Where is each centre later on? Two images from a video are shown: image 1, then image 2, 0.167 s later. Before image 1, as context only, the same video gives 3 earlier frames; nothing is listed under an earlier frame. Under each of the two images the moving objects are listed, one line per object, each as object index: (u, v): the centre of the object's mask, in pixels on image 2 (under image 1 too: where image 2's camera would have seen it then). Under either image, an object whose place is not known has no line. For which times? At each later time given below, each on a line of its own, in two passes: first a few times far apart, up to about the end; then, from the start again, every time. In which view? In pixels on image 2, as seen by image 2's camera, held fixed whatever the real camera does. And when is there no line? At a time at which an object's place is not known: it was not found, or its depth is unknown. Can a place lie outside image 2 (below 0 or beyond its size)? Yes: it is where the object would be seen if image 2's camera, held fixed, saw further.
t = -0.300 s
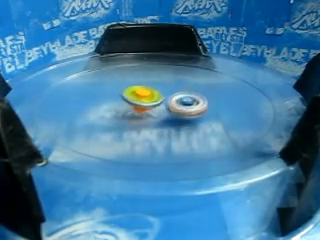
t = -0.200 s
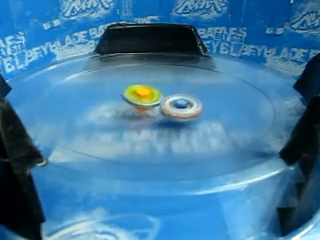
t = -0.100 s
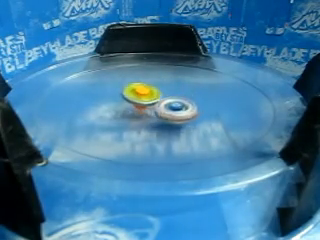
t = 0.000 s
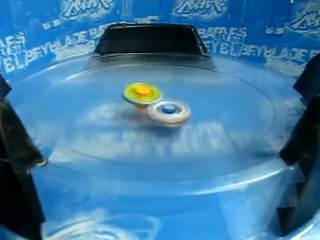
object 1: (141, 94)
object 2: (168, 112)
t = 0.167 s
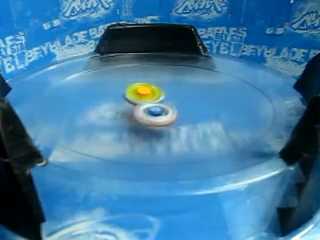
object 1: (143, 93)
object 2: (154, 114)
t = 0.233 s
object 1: (144, 93)
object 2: (149, 115)
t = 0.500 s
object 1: (150, 95)
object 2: (130, 115)
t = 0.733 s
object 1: (153, 97)
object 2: (122, 112)
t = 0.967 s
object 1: (160, 96)
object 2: (107, 108)
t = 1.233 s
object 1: (156, 98)
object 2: (108, 104)
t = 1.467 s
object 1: (157, 99)
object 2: (112, 97)
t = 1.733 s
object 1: (159, 100)
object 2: (118, 89)
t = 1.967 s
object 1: (155, 99)
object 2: (127, 84)
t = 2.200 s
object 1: (154, 101)
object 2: (139, 82)
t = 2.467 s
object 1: (153, 101)
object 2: (154, 82)
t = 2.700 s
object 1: (145, 105)
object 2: (169, 84)
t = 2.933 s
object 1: (146, 105)
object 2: (180, 86)
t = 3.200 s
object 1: (147, 102)
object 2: (184, 95)
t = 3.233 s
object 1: (144, 102)
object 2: (186, 96)
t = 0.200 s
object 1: (144, 93)
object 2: (152, 115)
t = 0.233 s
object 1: (144, 93)
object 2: (149, 115)
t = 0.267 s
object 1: (145, 93)
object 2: (147, 116)
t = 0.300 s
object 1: (146, 93)
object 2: (144, 115)
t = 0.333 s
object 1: (146, 93)
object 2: (142, 115)
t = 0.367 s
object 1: (147, 93)
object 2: (140, 116)
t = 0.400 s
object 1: (148, 93)
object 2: (137, 116)
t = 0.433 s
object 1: (149, 94)
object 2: (134, 116)
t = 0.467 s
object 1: (149, 94)
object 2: (132, 116)
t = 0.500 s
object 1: (150, 95)
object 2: (130, 115)
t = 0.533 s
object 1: (150, 95)
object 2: (128, 115)
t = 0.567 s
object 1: (151, 95)
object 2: (127, 115)
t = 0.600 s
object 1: (151, 96)
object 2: (126, 114)
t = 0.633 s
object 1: (151, 96)
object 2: (124, 113)
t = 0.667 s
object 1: (152, 96)
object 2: (124, 113)
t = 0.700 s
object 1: (152, 96)
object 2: (123, 112)
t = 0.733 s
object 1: (153, 97)
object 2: (122, 112)
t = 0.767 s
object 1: (156, 96)
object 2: (117, 112)
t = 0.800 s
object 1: (159, 95)
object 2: (114, 111)
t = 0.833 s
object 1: (161, 95)
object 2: (112, 111)
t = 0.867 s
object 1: (161, 96)
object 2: (110, 110)
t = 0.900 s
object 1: (161, 96)
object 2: (108, 109)
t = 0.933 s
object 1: (161, 96)
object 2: (108, 108)
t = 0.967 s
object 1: (160, 96)
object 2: (107, 108)
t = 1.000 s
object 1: (160, 96)
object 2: (107, 108)
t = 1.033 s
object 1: (159, 96)
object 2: (107, 107)
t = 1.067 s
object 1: (159, 97)
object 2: (106, 107)
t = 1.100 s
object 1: (159, 97)
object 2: (106, 106)
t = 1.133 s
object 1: (158, 97)
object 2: (106, 106)
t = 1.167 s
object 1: (157, 97)
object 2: (107, 105)
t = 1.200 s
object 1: (157, 97)
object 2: (108, 104)
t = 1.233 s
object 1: (156, 98)
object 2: (108, 104)
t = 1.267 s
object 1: (156, 98)
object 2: (109, 103)
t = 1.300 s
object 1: (155, 98)
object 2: (110, 102)
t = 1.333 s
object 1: (156, 98)
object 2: (109, 101)
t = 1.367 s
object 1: (157, 98)
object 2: (109, 100)
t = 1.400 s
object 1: (157, 99)
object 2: (110, 100)
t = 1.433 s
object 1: (157, 99)
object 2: (111, 99)
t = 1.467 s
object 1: (157, 99)
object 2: (112, 97)
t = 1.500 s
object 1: (156, 99)
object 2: (113, 96)
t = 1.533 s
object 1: (156, 99)
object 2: (114, 96)
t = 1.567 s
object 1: (158, 99)
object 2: (114, 94)
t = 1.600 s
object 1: (159, 100)
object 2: (114, 93)
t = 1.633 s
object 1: (159, 100)
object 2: (115, 92)
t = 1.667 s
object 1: (160, 100)
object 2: (116, 90)
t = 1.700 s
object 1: (159, 100)
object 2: (117, 90)
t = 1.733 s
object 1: (159, 100)
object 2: (118, 89)
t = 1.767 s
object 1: (158, 100)
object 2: (119, 88)
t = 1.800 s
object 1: (158, 100)
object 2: (121, 87)
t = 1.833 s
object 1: (157, 100)
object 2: (122, 86)
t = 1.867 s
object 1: (157, 100)
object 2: (123, 86)
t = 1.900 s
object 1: (156, 100)
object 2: (125, 85)
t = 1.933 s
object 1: (155, 100)
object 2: (126, 85)
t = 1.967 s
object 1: (155, 99)
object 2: (127, 84)
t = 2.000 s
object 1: (155, 99)
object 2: (129, 84)
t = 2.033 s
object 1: (155, 99)
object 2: (130, 84)
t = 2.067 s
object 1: (155, 99)
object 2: (132, 83)
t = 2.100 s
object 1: (154, 99)
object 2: (134, 83)
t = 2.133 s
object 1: (155, 100)
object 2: (135, 82)
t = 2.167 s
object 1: (154, 101)
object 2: (137, 82)
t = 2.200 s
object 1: (154, 101)
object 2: (139, 82)
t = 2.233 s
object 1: (154, 101)
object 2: (141, 82)
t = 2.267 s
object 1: (153, 101)
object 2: (143, 82)
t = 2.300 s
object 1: (153, 101)
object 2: (145, 82)
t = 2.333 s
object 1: (153, 101)
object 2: (147, 82)
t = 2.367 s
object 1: (153, 101)
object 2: (149, 82)
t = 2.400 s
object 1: (153, 101)
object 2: (150, 82)
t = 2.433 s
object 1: (153, 101)
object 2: (152, 82)
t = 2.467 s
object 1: (153, 101)
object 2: (154, 82)
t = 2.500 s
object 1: (154, 101)
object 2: (156, 83)
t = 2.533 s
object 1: (154, 101)
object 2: (157, 83)
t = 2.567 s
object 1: (152, 101)
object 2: (160, 83)
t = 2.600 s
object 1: (149, 104)
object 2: (163, 83)
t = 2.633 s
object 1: (148, 104)
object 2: (165, 83)
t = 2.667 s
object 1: (146, 105)
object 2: (167, 83)
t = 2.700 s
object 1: (145, 105)
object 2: (169, 84)
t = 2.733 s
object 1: (146, 105)
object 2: (171, 84)
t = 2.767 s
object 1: (145, 105)
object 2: (173, 84)
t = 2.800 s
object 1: (146, 105)
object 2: (175, 84)
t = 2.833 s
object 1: (146, 105)
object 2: (176, 85)
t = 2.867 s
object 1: (146, 105)
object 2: (178, 85)
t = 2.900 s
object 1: (146, 105)
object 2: (179, 86)
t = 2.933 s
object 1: (146, 105)
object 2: (180, 86)
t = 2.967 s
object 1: (146, 104)
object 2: (181, 87)
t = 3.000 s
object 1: (146, 104)
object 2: (182, 88)
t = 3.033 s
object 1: (146, 104)
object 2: (182, 89)
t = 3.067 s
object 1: (146, 103)
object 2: (183, 90)
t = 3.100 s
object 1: (147, 103)
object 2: (184, 91)
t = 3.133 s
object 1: (146, 103)
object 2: (184, 92)
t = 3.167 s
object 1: (147, 103)
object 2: (184, 94)
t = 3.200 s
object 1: (147, 102)
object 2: (184, 95)
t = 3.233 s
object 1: (144, 102)
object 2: (186, 96)
